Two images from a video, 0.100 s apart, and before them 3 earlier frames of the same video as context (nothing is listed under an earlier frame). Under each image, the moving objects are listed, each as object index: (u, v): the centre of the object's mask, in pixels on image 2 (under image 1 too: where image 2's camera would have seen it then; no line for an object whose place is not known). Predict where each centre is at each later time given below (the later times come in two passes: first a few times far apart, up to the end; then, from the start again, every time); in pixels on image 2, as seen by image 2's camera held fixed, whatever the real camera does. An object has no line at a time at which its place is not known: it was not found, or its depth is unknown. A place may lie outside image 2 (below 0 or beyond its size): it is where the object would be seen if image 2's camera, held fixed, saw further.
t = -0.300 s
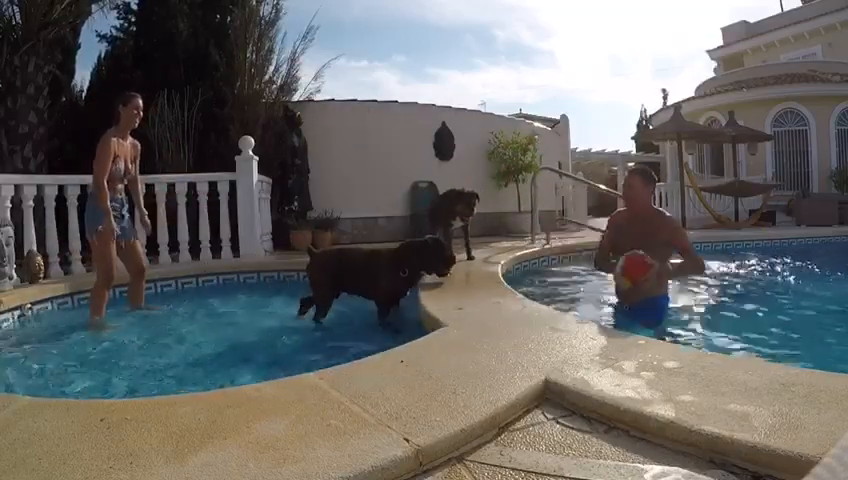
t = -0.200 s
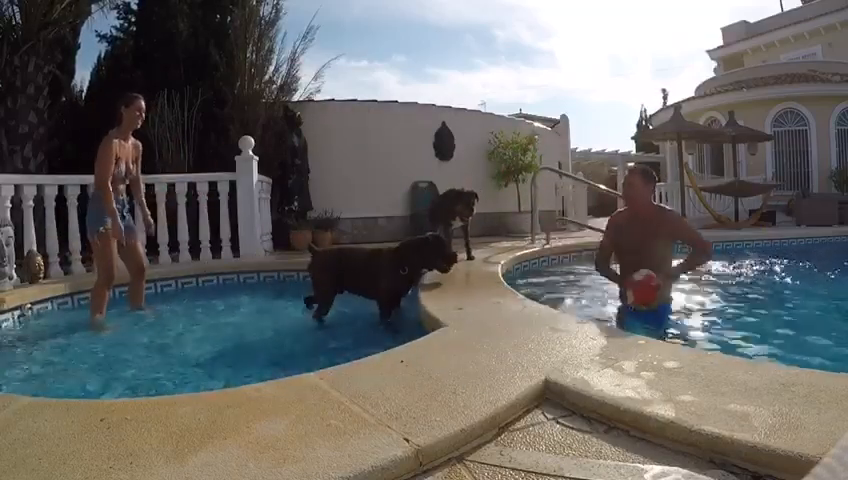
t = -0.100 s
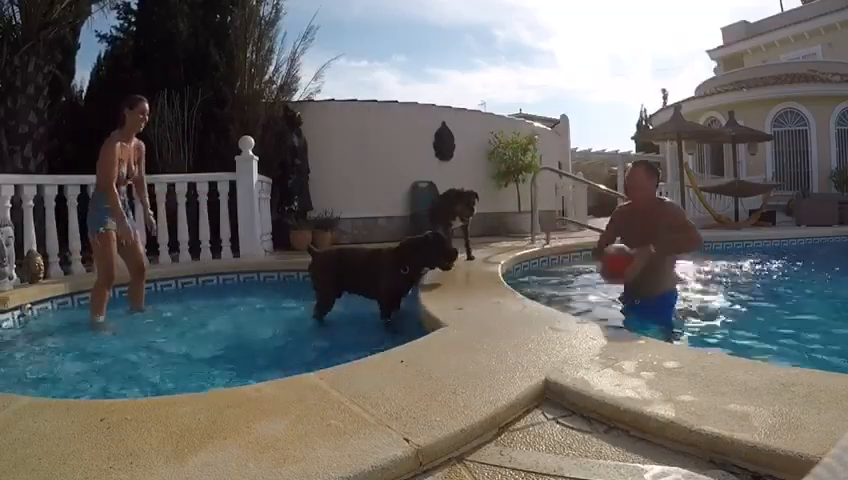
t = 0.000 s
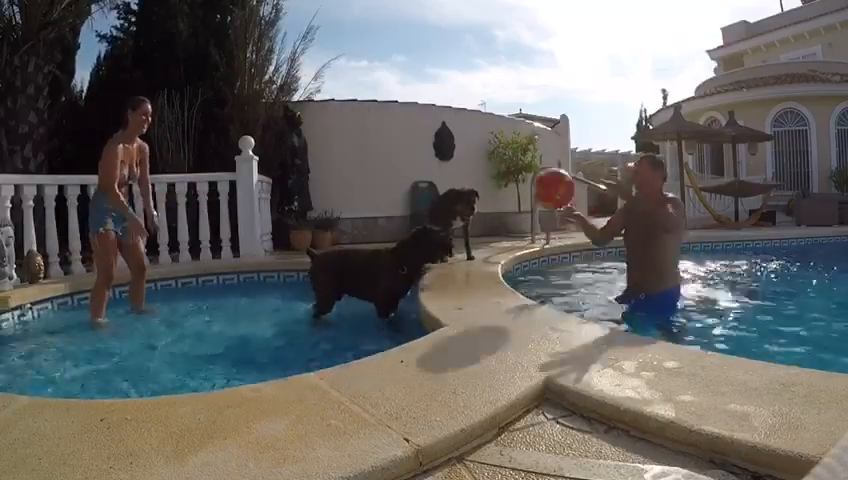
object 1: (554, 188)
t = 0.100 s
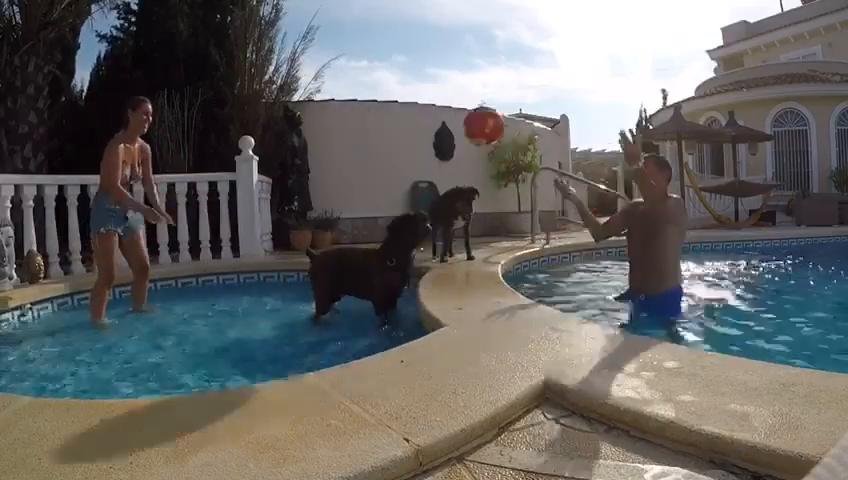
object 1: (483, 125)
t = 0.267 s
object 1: (372, 71)
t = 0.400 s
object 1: (294, 68)
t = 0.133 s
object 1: (460, 109)
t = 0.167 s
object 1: (437, 96)
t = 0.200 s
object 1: (415, 85)
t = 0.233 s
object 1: (393, 77)
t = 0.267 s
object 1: (372, 71)
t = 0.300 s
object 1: (352, 67)
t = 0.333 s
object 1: (332, 66)
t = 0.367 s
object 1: (313, 66)
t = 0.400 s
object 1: (294, 68)
